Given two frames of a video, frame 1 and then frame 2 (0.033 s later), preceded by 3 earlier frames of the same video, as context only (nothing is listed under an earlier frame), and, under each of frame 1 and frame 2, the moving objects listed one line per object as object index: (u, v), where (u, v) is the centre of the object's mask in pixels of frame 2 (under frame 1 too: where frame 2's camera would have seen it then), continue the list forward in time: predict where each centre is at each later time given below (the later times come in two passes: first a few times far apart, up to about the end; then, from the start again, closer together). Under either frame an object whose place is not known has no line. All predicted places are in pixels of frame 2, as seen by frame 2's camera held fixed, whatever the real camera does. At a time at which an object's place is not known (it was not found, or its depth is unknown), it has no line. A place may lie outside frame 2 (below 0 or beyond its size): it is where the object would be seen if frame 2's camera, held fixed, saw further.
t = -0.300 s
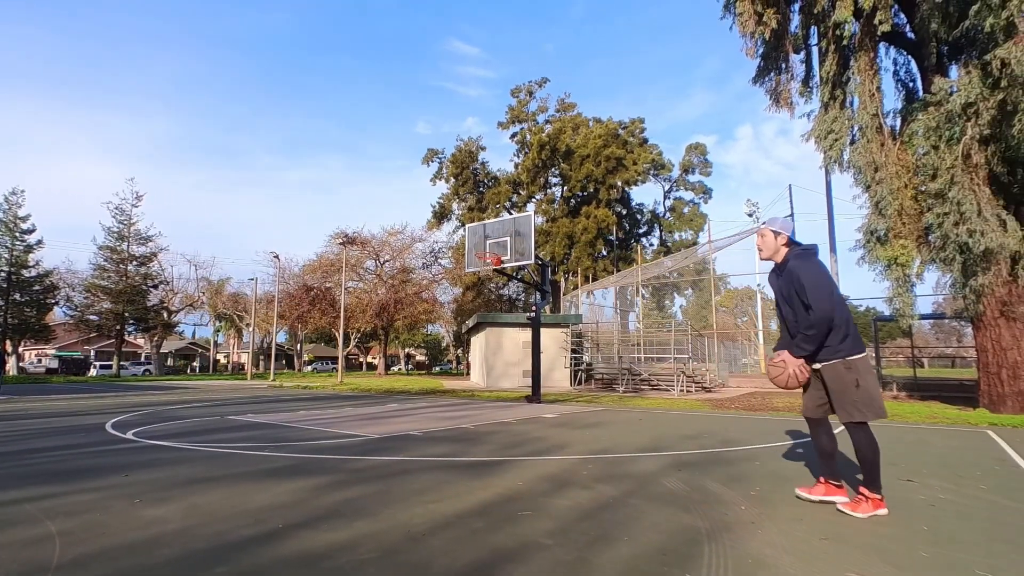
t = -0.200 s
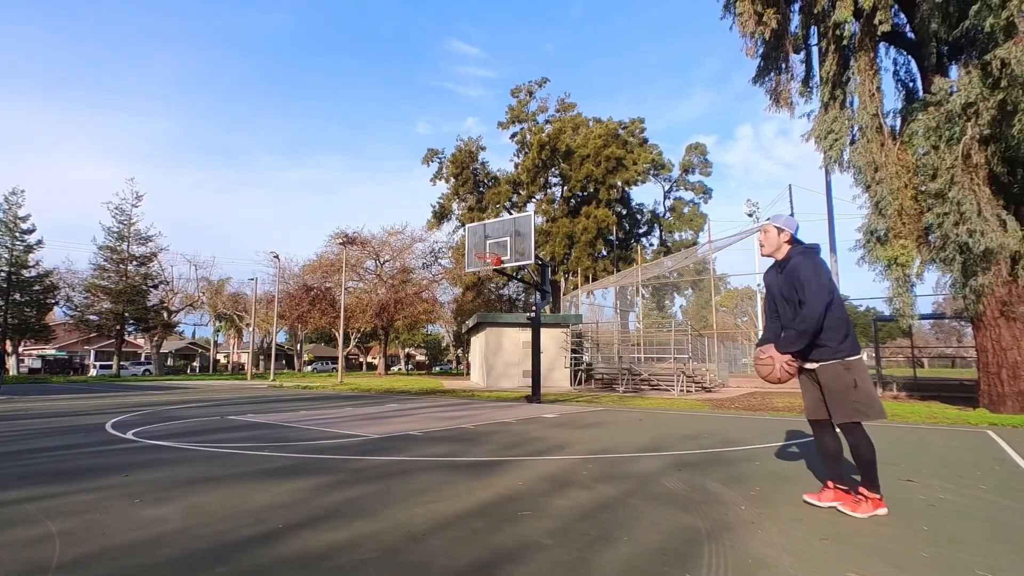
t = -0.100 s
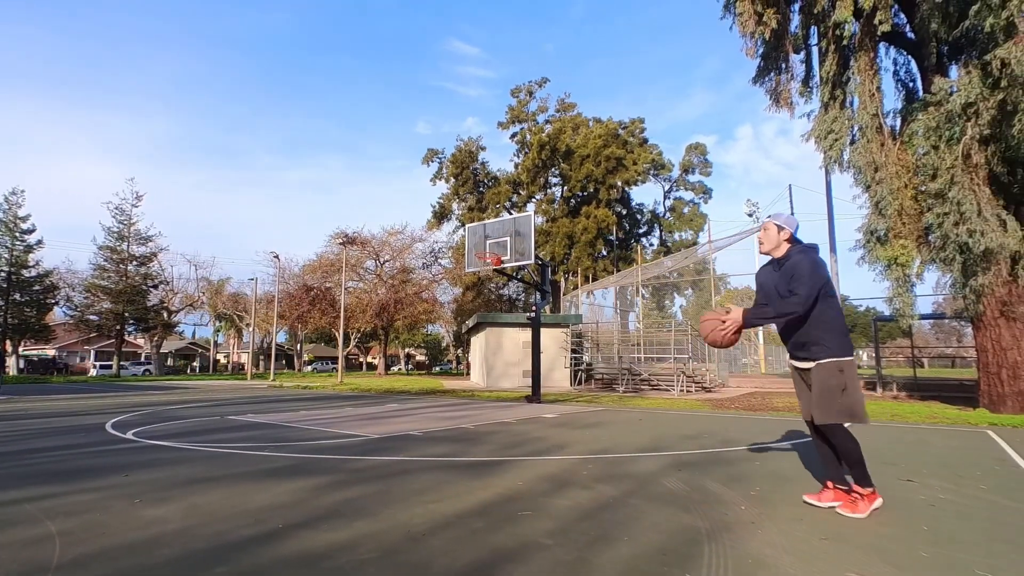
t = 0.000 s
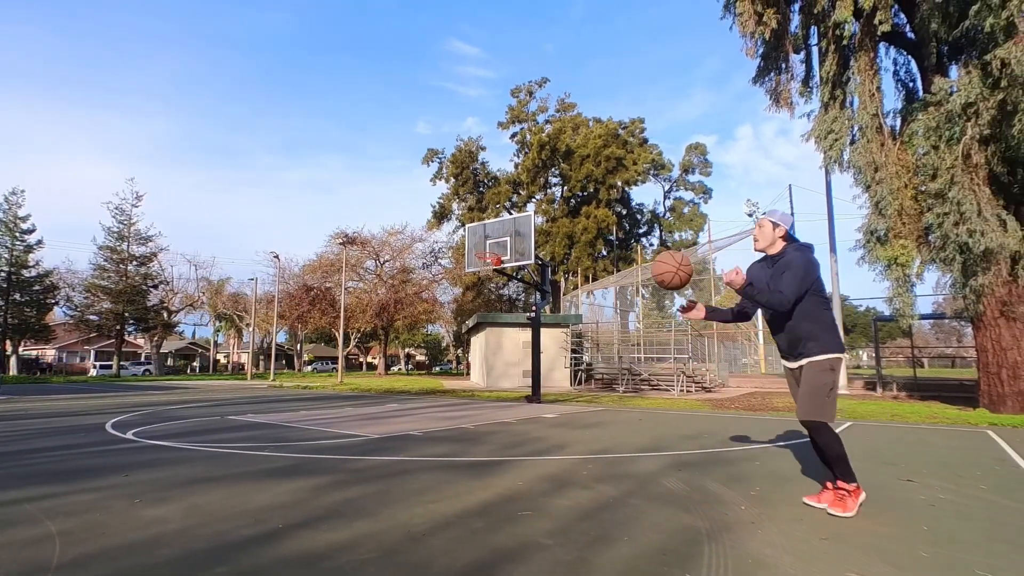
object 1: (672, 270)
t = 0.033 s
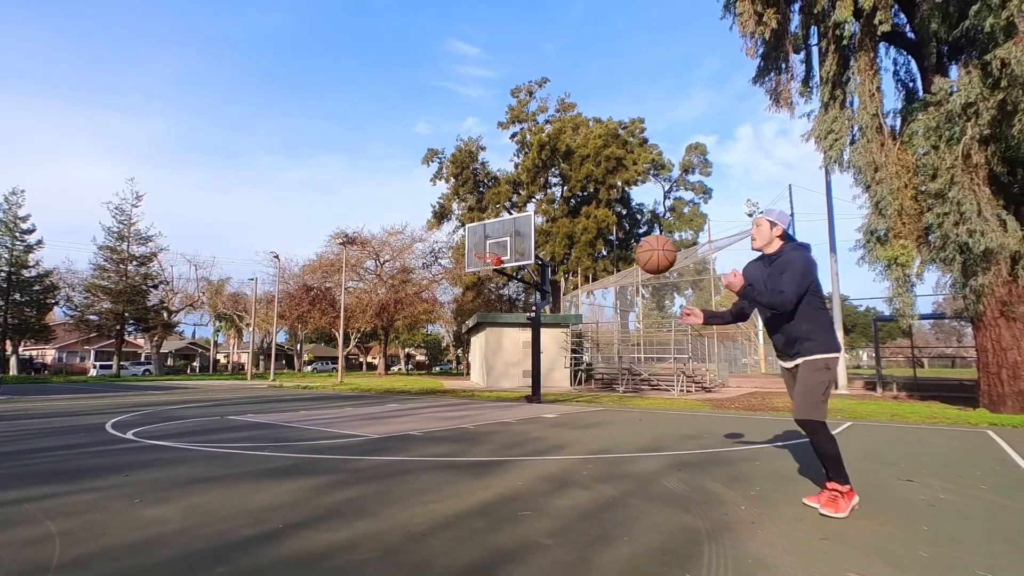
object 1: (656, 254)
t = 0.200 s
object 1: (580, 203)
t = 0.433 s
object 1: (476, 205)
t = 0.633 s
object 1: (383, 275)
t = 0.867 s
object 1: (262, 446)
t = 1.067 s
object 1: (243, 394)
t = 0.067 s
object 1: (641, 240)
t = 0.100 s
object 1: (625, 228)
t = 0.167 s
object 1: (595, 210)
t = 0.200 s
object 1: (580, 203)
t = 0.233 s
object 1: (565, 198)
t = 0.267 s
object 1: (550, 195)
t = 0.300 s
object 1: (535, 194)
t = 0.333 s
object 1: (520, 194)
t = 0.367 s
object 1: (506, 196)
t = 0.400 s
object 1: (491, 199)
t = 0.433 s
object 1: (476, 205)
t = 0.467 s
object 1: (460, 212)
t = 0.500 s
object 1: (445, 221)
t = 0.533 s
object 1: (430, 232)
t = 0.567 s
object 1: (414, 245)
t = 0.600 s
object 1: (398, 259)
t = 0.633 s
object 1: (383, 275)
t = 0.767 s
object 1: (316, 361)
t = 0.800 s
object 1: (299, 387)
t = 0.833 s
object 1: (280, 415)
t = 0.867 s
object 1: (262, 446)
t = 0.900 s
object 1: (243, 480)
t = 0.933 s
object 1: (234, 488)
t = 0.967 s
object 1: (237, 461)
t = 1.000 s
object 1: (239, 436)
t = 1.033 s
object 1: (241, 414)
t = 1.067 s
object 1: (243, 394)
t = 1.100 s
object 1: (245, 376)
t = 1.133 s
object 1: (247, 361)
